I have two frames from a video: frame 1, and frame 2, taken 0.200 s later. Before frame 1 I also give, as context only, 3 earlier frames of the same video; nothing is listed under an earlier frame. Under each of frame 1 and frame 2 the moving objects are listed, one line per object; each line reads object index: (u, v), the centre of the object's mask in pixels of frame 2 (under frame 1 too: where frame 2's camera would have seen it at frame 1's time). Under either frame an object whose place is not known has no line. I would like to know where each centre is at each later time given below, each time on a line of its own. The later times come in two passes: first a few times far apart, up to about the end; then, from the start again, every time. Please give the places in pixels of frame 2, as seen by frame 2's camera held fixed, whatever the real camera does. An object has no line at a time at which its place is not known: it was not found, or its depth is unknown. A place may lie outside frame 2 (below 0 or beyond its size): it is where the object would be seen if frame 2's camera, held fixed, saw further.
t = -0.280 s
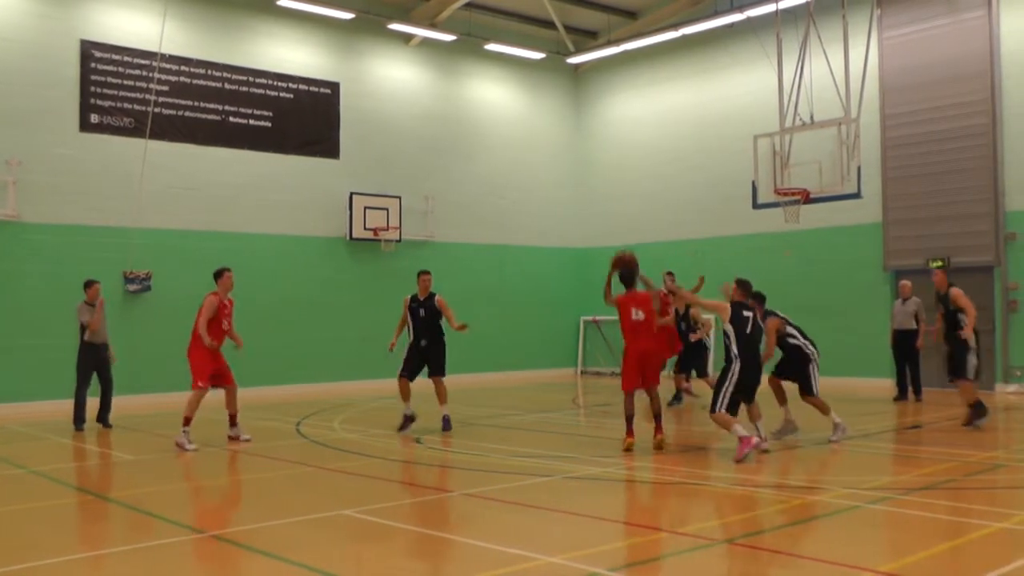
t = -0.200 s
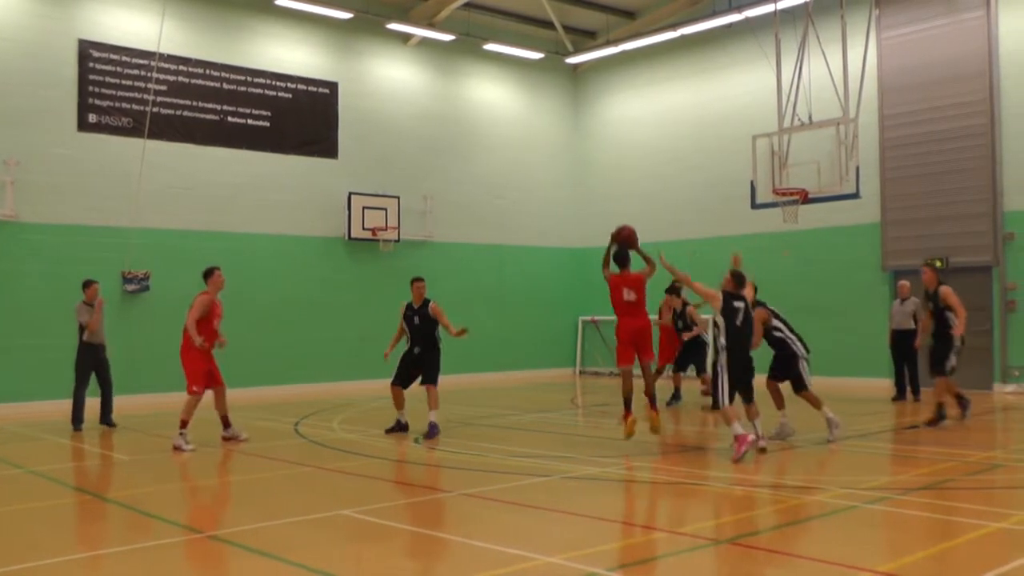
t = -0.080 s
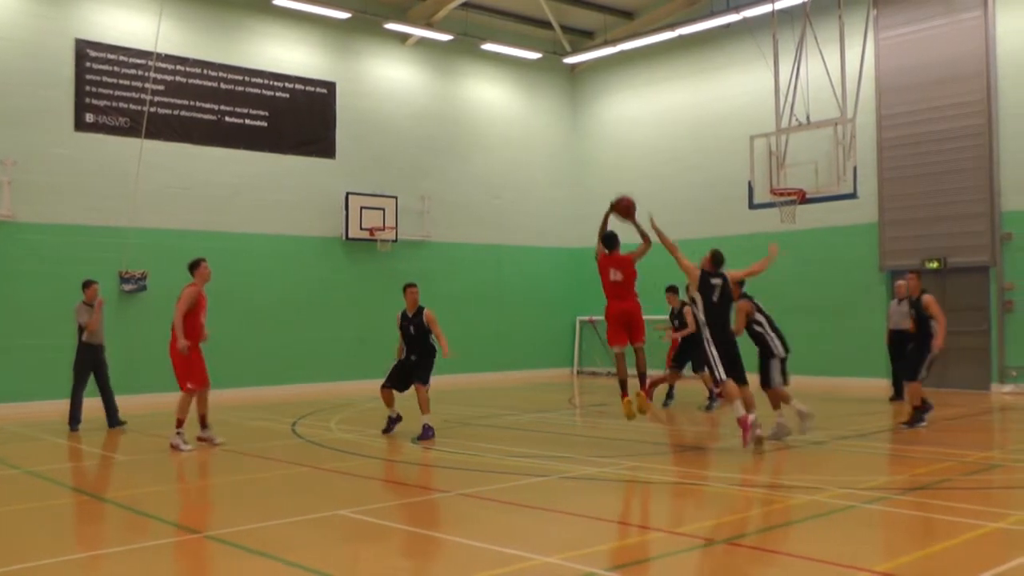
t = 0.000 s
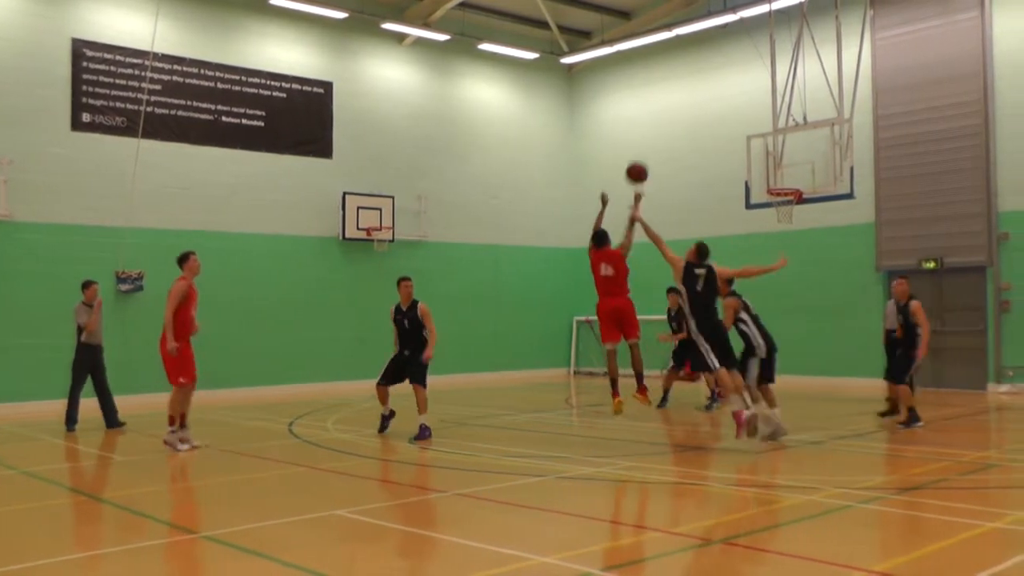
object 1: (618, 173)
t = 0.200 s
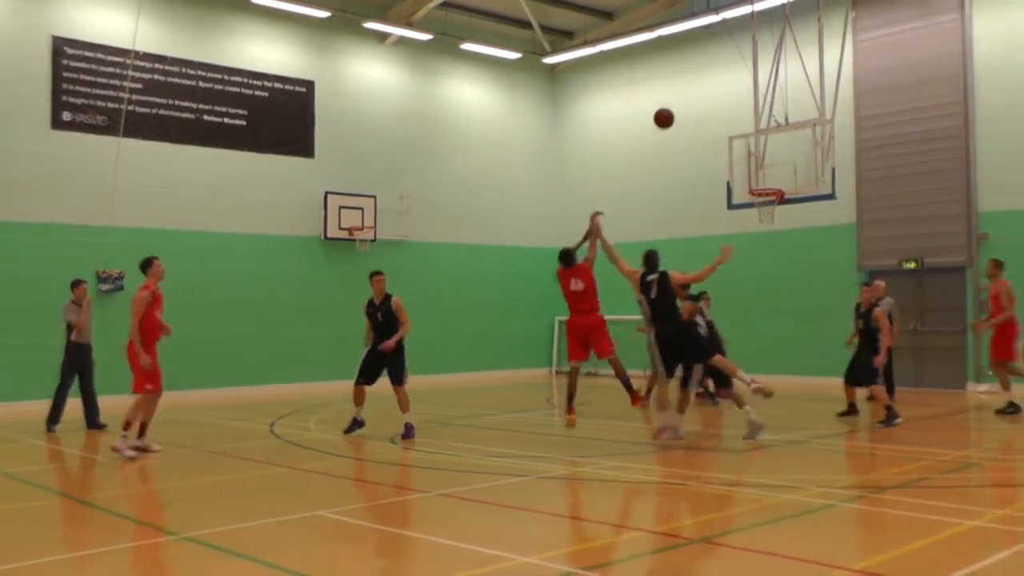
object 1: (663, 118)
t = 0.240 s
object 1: (671, 112)
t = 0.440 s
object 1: (708, 104)
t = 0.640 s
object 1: (740, 128)
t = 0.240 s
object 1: (671, 112)
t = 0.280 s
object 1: (679, 108)
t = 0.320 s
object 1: (687, 105)
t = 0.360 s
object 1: (694, 104)
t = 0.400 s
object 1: (701, 103)
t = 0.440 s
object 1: (708, 104)
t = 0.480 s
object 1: (714, 107)
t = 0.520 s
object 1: (721, 110)
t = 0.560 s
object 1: (727, 115)
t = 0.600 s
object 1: (734, 120)
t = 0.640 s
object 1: (740, 128)
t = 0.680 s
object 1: (746, 135)
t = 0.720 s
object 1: (751, 144)
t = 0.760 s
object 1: (757, 154)
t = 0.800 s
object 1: (762, 165)
